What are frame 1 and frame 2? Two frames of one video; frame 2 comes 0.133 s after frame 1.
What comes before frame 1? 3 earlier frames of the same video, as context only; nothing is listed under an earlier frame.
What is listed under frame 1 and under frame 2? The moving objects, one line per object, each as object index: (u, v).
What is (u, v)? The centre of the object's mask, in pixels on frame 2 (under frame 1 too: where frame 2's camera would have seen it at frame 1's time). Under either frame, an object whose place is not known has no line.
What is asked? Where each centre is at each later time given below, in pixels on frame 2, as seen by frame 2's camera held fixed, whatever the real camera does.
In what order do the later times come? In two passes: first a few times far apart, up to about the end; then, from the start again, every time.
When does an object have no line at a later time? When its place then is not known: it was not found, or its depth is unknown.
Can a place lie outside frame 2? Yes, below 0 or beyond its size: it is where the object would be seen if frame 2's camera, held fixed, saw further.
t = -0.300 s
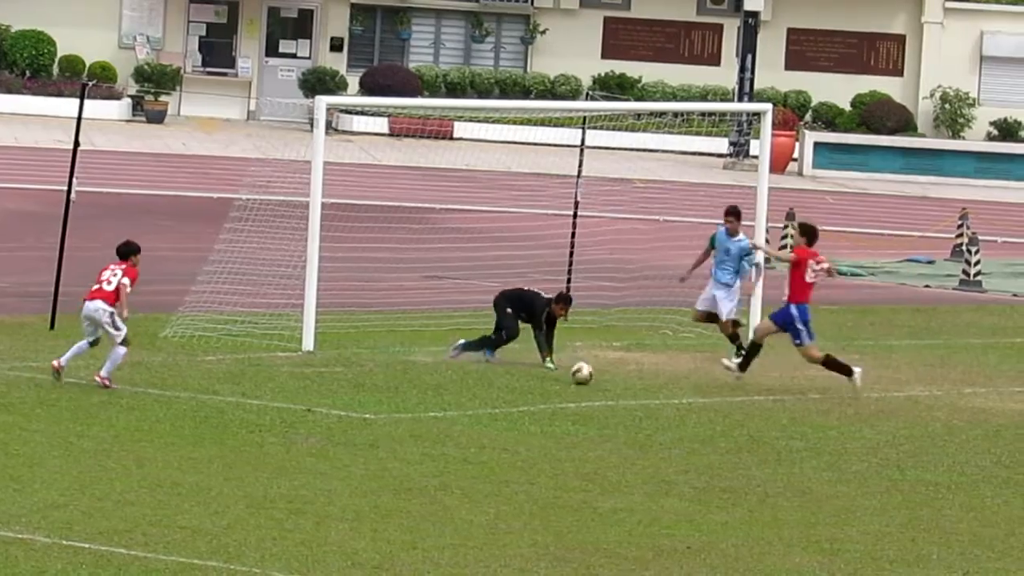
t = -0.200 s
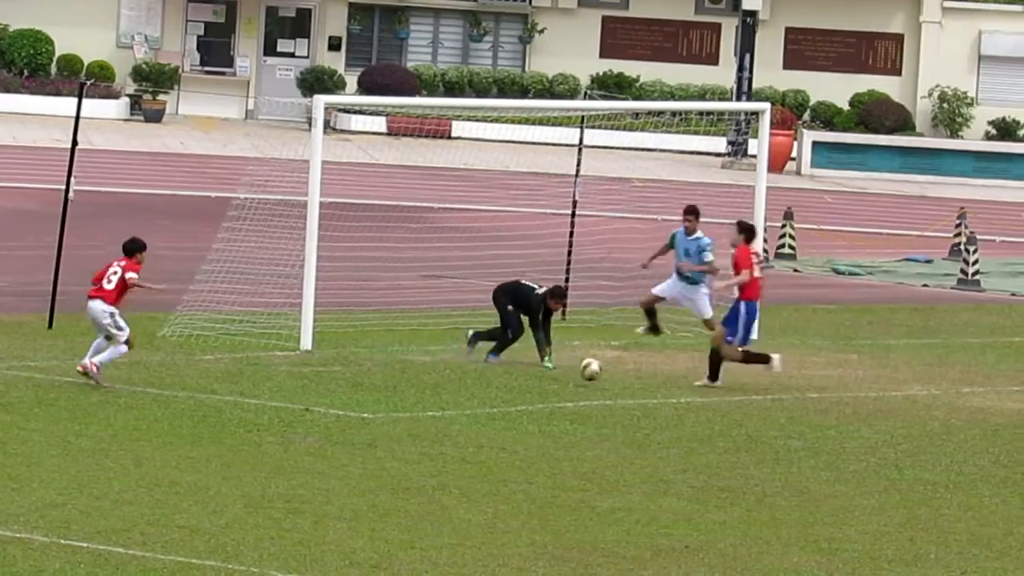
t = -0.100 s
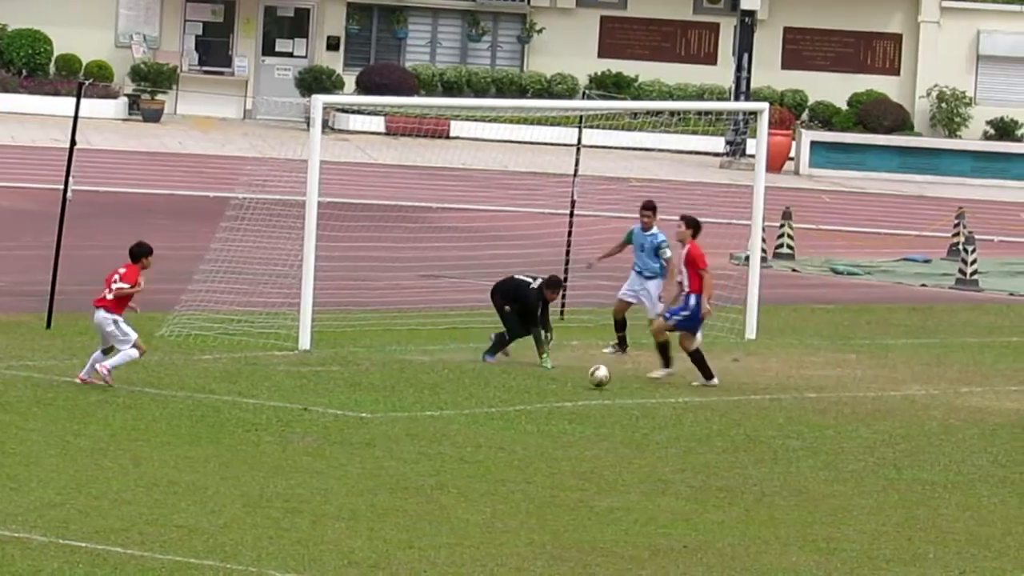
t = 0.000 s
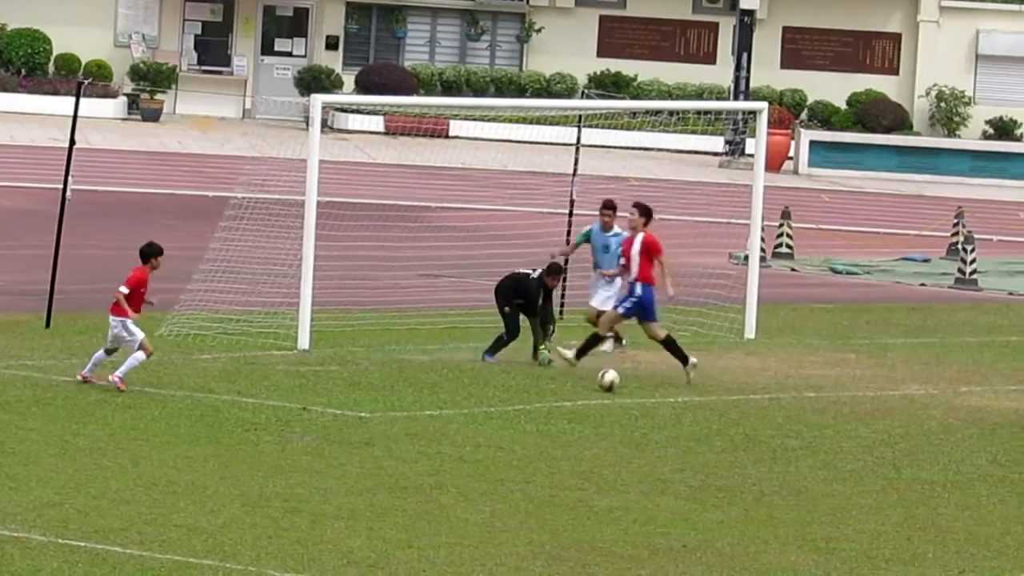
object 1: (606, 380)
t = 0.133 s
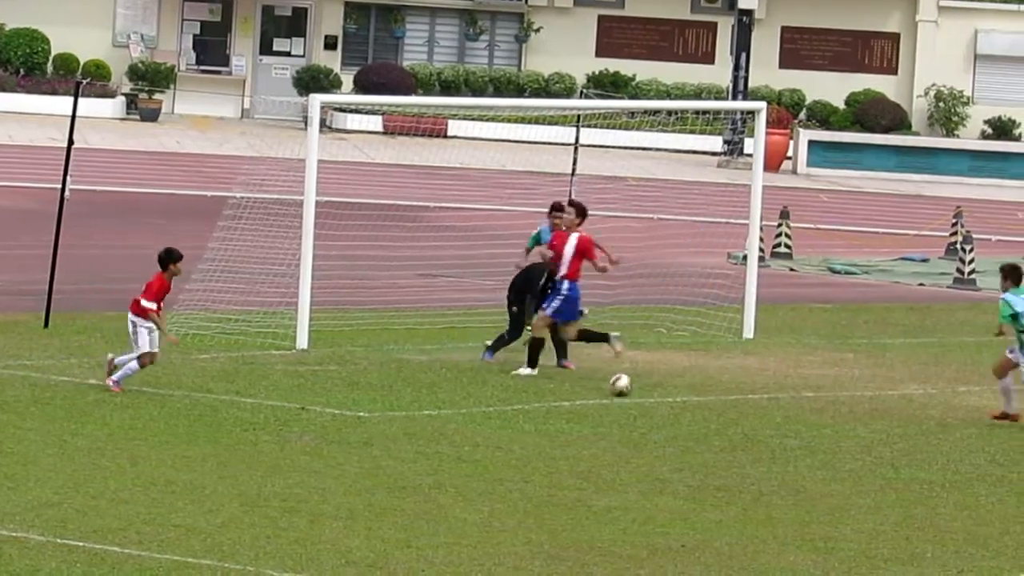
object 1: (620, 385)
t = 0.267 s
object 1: (633, 388)
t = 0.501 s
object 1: (653, 395)
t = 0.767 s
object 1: (675, 402)
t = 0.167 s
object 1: (624, 386)
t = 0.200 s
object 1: (627, 387)
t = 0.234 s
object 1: (629, 388)
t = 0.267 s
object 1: (633, 388)
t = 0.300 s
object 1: (636, 390)
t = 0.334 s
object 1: (638, 390)
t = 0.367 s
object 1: (642, 392)
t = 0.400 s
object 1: (645, 392)
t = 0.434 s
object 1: (648, 393)
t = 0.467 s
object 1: (650, 393)
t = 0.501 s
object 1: (653, 395)
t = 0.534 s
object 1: (656, 396)
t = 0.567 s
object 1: (658, 397)
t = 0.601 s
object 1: (661, 399)
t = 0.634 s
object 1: (665, 399)
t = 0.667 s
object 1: (667, 400)
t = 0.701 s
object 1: (669, 401)
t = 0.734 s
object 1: (672, 402)
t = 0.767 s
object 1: (675, 402)
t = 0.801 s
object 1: (678, 402)
